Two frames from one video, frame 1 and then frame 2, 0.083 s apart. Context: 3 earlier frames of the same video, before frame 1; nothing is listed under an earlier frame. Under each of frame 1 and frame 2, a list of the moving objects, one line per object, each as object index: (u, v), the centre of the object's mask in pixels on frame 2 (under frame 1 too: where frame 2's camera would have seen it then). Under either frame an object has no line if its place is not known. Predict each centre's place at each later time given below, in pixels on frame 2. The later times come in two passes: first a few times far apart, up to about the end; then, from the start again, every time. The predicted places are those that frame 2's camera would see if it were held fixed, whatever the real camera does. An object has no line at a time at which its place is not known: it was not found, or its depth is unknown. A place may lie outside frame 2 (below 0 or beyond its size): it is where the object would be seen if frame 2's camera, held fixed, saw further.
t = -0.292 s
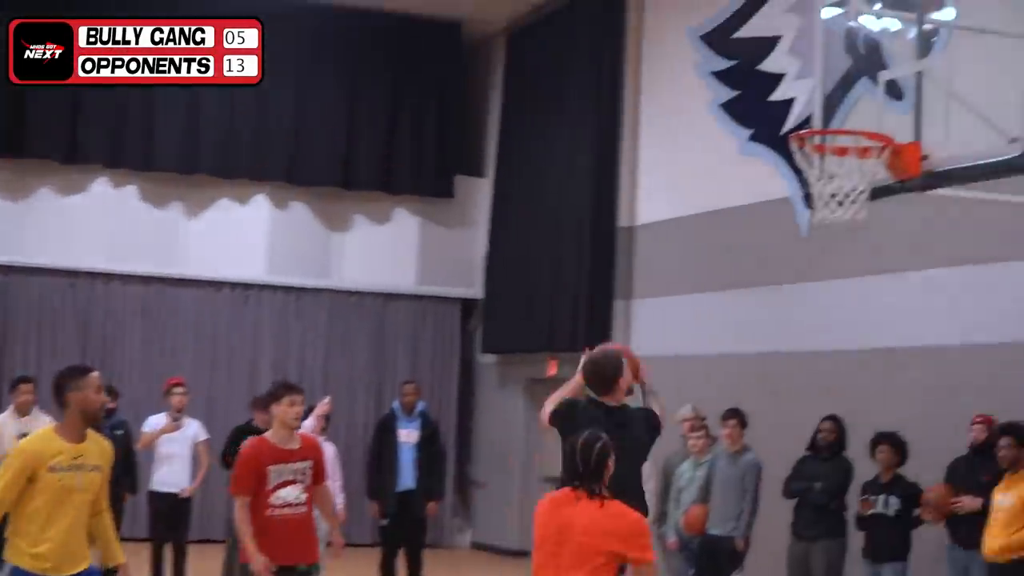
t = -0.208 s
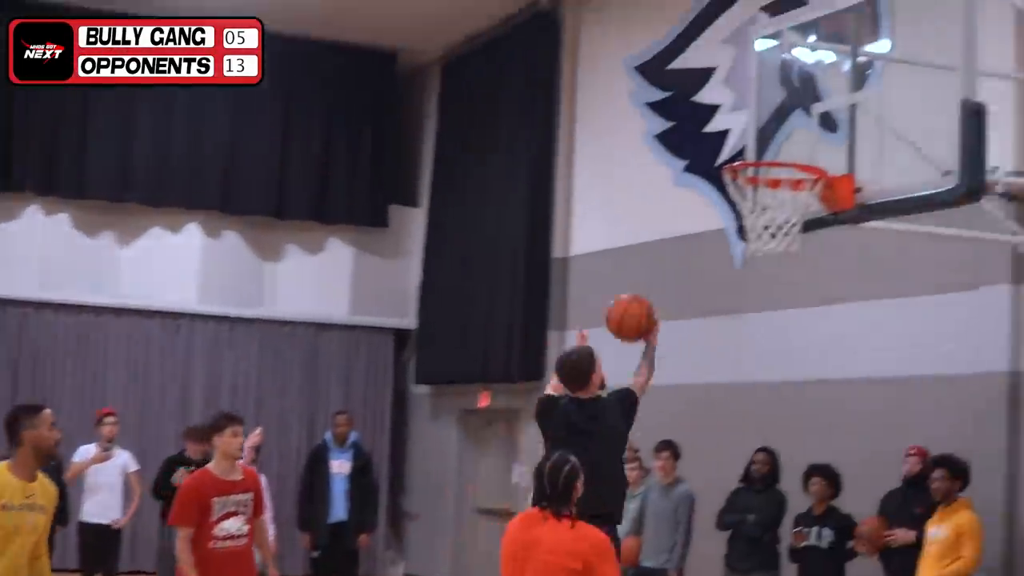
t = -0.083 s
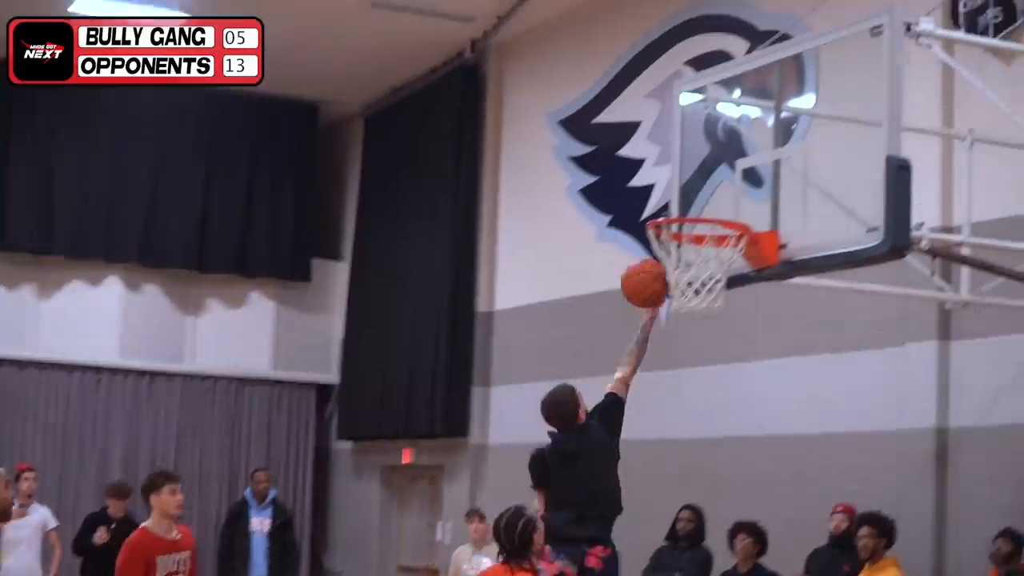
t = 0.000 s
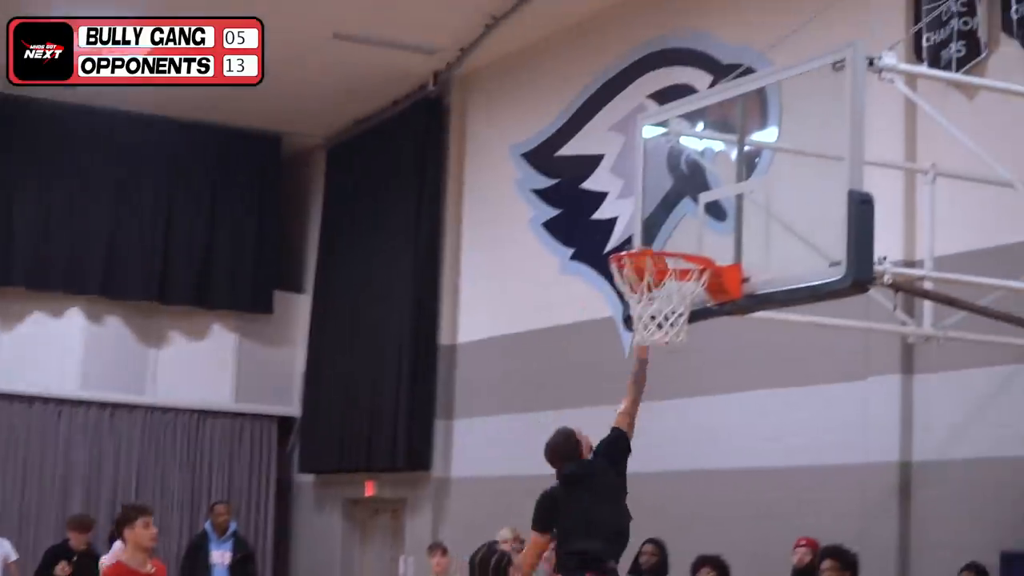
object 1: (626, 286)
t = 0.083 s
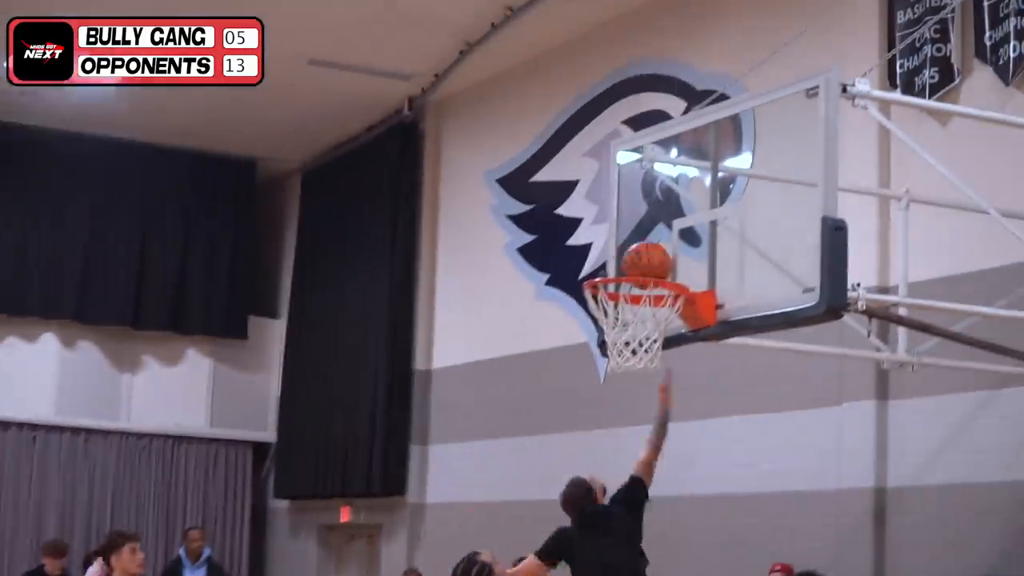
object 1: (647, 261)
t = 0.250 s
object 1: (620, 238)
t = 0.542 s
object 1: (613, 253)
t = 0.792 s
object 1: (650, 309)
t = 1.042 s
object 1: (636, 395)
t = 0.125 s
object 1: (640, 253)
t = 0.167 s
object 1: (634, 245)
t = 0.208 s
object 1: (627, 240)
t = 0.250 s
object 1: (620, 238)
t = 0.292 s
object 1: (614, 240)
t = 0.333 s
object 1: (606, 244)
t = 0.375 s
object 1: (599, 252)
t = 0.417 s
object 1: (592, 261)
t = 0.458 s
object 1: (599, 257)
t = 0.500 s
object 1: (606, 254)
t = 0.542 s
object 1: (613, 253)
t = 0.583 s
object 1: (620, 255)
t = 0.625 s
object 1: (628, 260)
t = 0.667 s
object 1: (636, 265)
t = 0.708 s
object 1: (640, 285)
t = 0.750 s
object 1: (644, 298)
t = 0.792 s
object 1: (650, 309)
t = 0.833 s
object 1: (652, 325)
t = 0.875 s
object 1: (653, 341)
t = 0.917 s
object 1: (651, 353)
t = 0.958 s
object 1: (645, 370)
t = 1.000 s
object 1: (641, 380)
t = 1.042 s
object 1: (636, 395)
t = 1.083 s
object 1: (631, 416)
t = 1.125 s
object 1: (625, 440)
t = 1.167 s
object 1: (619, 469)
